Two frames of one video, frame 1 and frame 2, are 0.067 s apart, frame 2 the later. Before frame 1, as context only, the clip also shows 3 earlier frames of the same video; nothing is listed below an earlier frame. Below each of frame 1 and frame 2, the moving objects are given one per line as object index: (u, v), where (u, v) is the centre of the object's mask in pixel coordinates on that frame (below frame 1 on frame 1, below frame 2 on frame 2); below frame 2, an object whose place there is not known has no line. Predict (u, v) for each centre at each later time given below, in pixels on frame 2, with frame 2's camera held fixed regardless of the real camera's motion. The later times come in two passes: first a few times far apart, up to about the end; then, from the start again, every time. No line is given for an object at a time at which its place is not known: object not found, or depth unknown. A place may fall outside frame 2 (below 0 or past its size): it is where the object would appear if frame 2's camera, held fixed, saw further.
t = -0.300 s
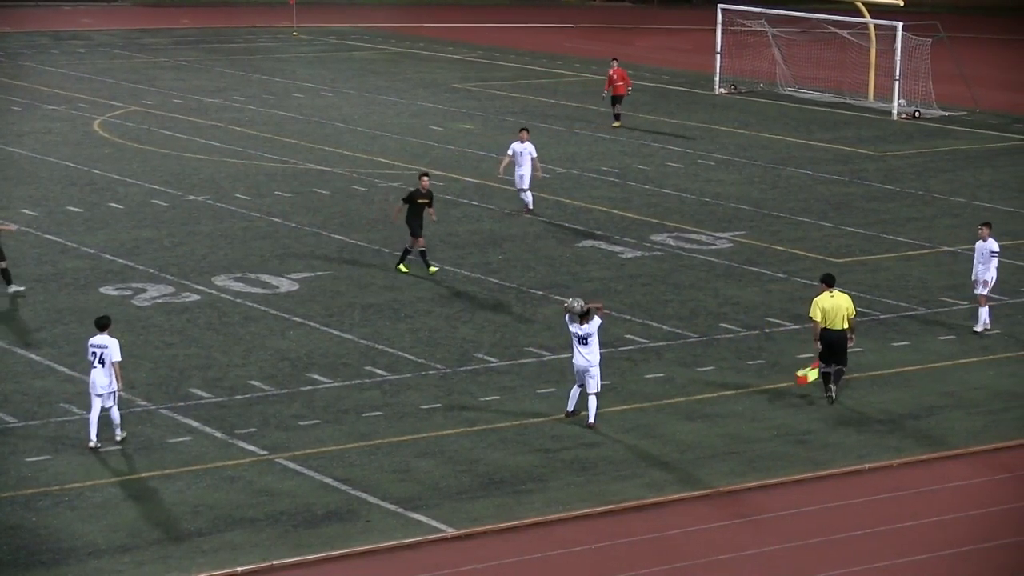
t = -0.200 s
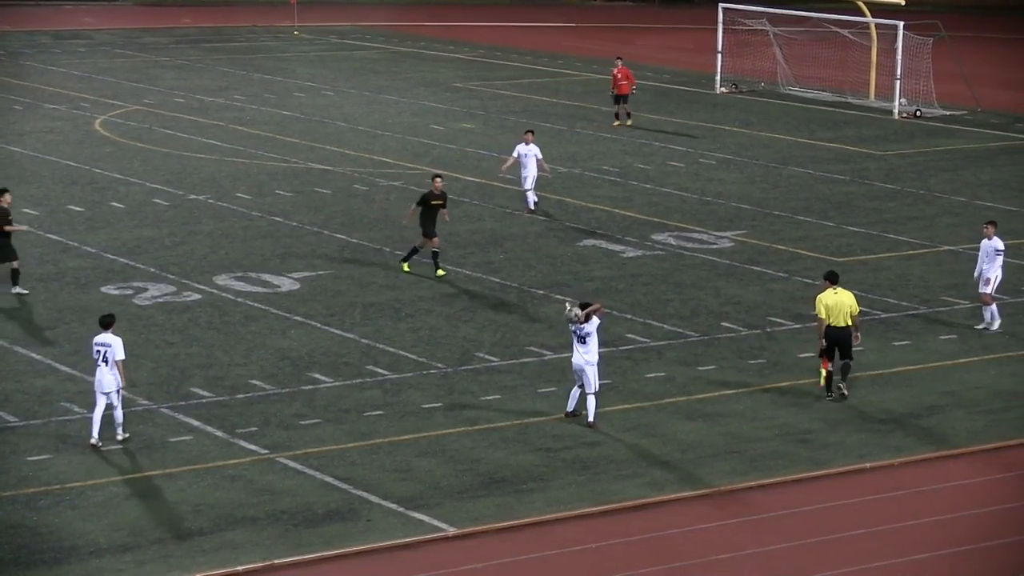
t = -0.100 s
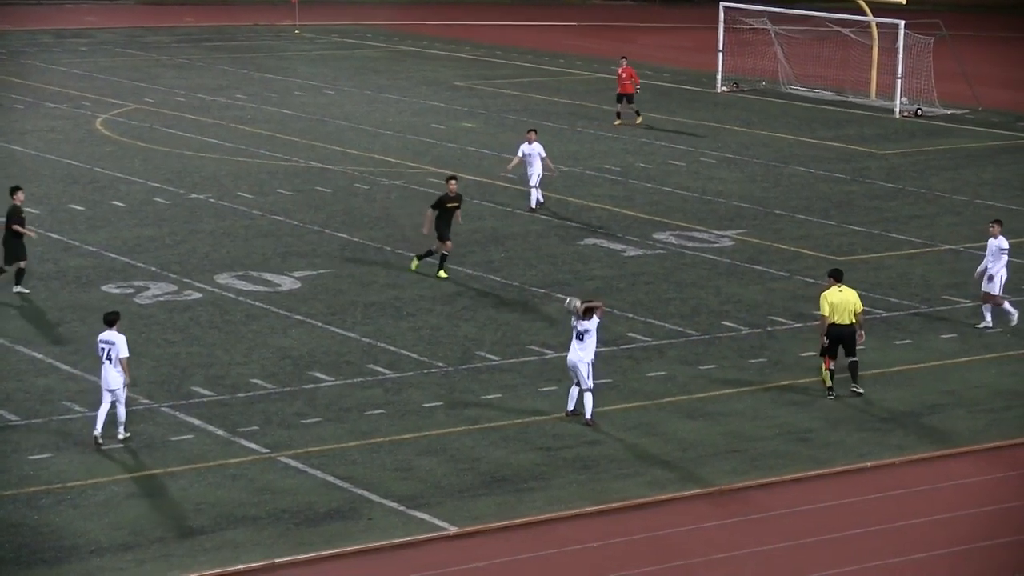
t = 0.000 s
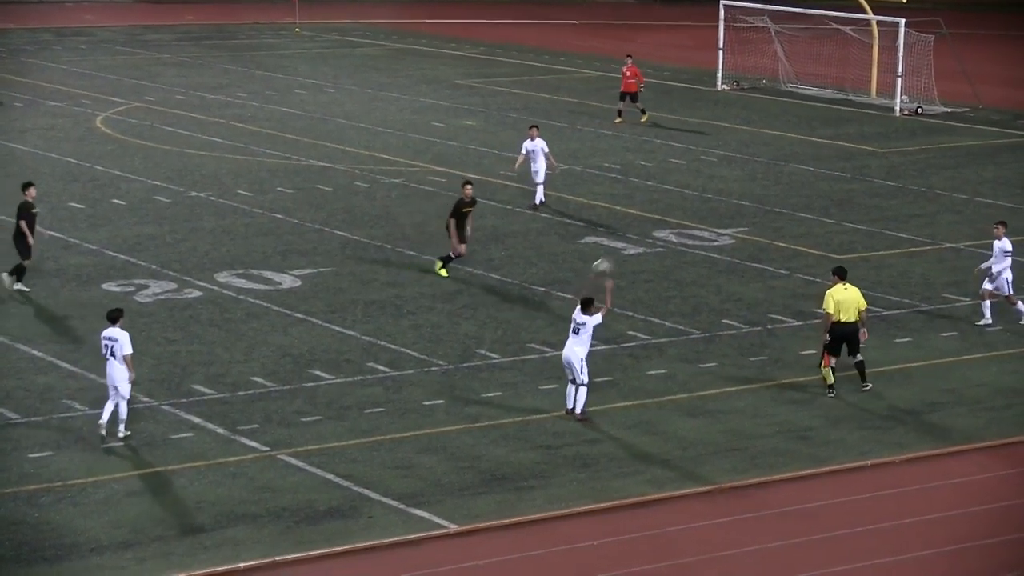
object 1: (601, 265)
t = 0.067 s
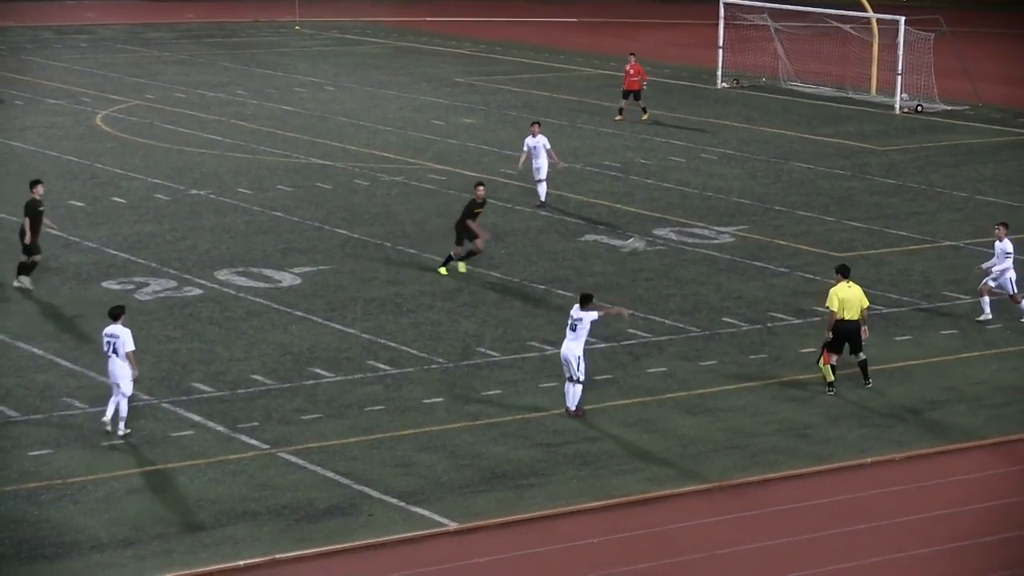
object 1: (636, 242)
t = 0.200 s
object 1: (699, 216)
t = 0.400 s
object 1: (786, 198)
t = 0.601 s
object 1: (865, 212)
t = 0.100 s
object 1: (653, 234)
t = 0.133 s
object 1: (666, 228)
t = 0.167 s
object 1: (683, 221)
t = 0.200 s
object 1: (699, 216)
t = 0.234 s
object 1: (714, 209)
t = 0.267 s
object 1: (729, 204)
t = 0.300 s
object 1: (743, 202)
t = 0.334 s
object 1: (758, 200)
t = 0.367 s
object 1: (772, 199)
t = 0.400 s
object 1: (786, 198)
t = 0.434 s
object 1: (800, 199)
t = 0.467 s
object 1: (814, 200)
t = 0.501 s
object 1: (827, 201)
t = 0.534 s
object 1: (840, 206)
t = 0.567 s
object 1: (853, 209)
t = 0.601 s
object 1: (865, 212)
